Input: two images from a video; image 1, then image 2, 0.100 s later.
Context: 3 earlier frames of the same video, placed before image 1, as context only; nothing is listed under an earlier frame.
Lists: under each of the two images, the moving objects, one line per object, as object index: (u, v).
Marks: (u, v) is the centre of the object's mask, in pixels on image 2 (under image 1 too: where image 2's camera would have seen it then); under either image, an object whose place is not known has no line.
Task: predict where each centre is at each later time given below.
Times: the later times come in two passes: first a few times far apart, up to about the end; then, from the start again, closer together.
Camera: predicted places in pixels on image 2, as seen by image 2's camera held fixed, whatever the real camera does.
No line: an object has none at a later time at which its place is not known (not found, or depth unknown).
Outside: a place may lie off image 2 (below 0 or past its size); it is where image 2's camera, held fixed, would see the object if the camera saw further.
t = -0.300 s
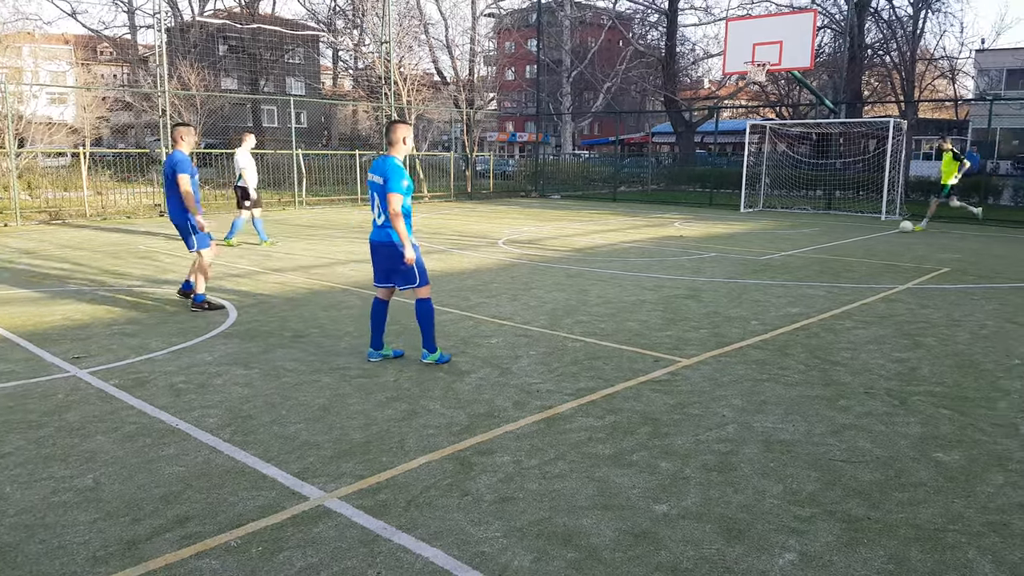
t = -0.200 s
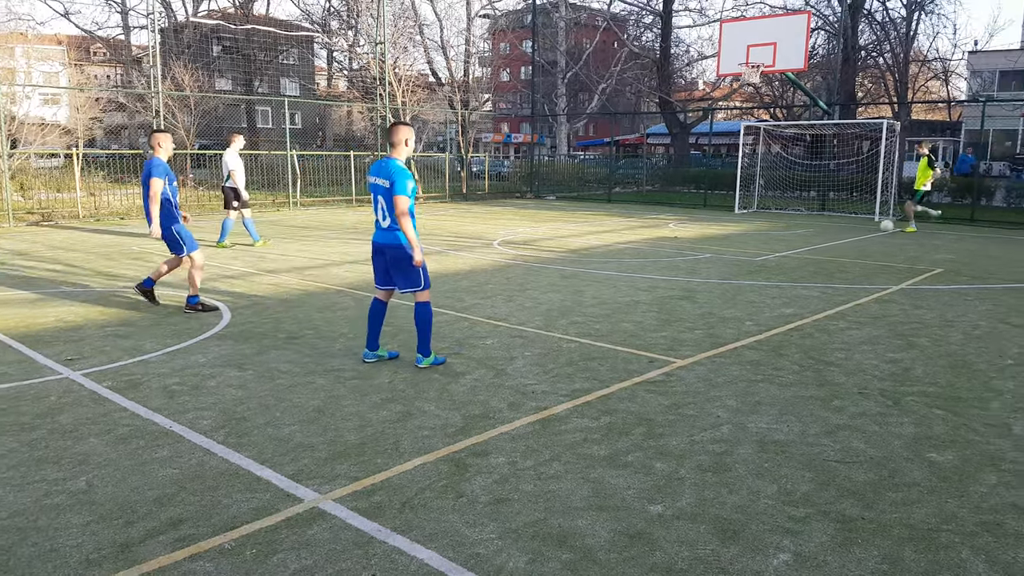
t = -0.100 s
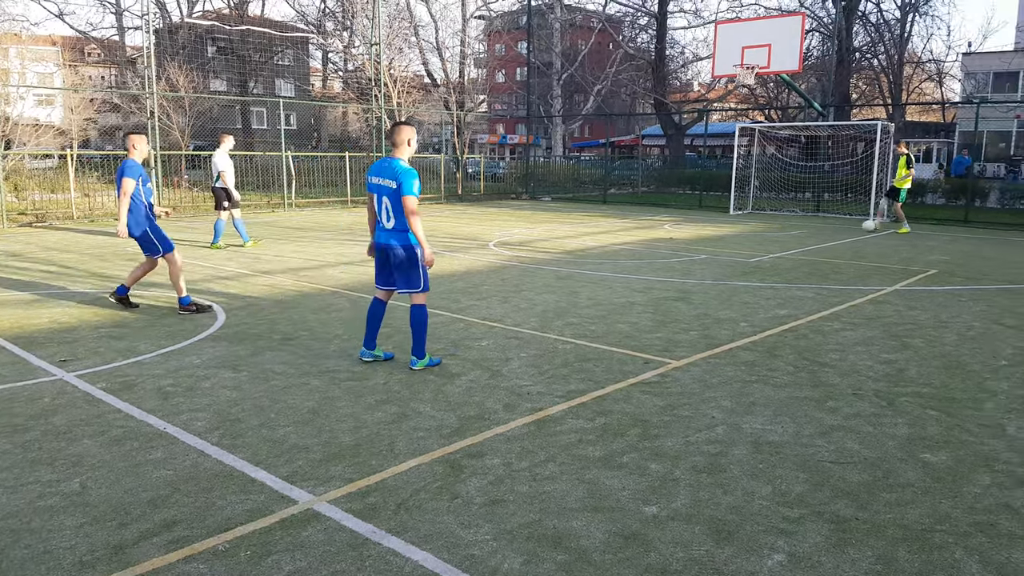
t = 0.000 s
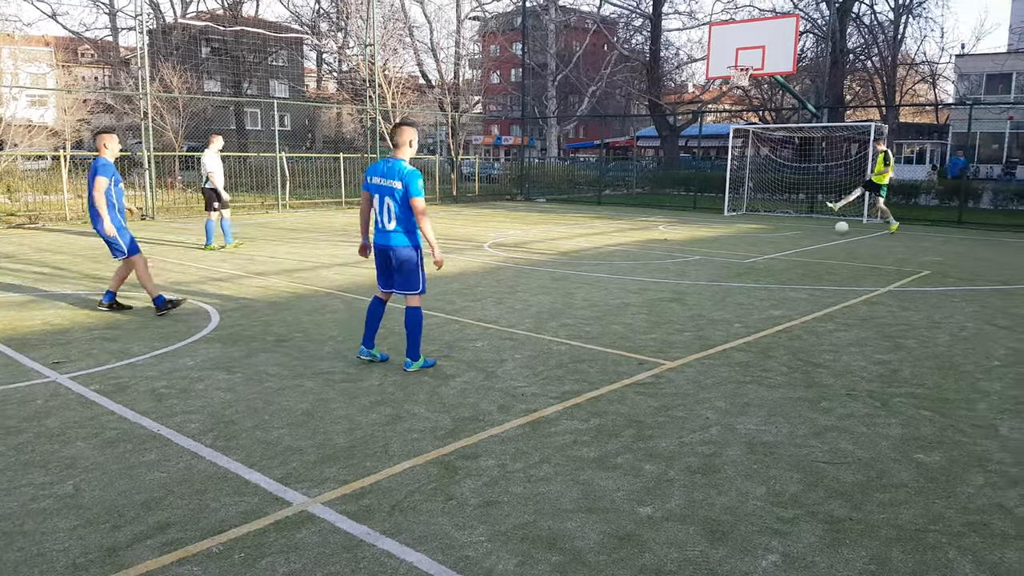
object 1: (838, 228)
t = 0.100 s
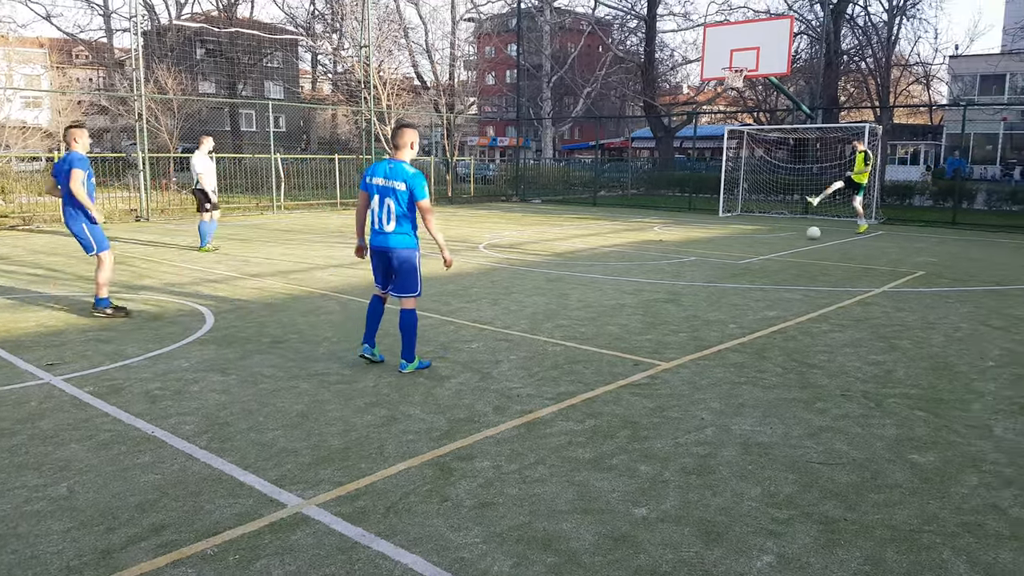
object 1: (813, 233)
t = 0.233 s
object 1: (783, 234)
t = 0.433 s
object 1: (737, 240)
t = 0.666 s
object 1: (685, 248)
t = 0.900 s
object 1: (627, 258)
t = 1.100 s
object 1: (574, 264)
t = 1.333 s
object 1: (503, 277)
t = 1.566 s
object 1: (418, 291)
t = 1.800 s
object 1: (309, 309)
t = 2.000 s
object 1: (204, 326)
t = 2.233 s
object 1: (36, 355)
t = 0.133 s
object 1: (806, 232)
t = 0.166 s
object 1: (799, 232)
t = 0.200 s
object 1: (791, 233)
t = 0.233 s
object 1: (783, 234)
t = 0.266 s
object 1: (775, 236)
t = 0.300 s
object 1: (767, 239)
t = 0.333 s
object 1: (759, 239)
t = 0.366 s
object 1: (752, 239)
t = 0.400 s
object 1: (745, 239)
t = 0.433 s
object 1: (737, 240)
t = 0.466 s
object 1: (731, 242)
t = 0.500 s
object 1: (723, 244)
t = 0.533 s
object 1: (715, 245)
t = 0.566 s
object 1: (708, 245)
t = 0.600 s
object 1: (700, 245)
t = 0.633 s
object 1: (692, 246)
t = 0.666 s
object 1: (685, 248)
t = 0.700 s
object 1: (677, 250)
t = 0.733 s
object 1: (668, 251)
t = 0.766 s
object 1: (660, 252)
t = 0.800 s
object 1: (652, 251)
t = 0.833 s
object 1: (644, 253)
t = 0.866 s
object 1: (635, 255)
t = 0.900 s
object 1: (627, 258)
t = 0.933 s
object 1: (618, 259)
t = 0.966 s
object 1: (610, 258)
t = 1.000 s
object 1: (601, 260)
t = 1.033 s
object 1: (592, 262)
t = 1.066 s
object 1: (583, 265)
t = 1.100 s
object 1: (574, 264)
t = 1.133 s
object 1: (564, 266)
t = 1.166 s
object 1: (555, 269)
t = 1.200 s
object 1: (545, 271)
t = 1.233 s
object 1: (534, 272)
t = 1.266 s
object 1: (524, 274)
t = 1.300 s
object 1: (514, 276)
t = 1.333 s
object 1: (503, 277)
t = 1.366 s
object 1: (491, 278)
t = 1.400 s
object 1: (480, 280)
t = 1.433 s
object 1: (468, 283)
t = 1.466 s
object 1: (457, 284)
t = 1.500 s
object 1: (445, 286)
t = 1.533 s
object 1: (432, 289)
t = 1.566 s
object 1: (418, 291)
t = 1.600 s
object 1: (405, 293)
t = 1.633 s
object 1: (392, 294)
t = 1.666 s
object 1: (378, 296)
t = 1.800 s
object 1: (309, 309)
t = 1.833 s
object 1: (297, 310)
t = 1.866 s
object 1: (282, 314)
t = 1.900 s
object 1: (263, 316)
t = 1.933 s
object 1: (244, 320)
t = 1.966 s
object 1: (226, 323)
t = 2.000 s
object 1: (204, 326)
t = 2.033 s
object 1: (183, 329)
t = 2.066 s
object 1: (161, 332)
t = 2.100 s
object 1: (138, 336)
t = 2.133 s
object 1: (114, 341)
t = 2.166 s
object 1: (89, 346)
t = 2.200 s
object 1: (63, 350)
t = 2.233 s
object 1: (36, 355)
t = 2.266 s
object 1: (8, 360)
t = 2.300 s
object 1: (-22, 365)
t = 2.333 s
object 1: (-53, 369)
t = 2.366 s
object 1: (-86, 376)
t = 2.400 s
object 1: (-120, 382)
